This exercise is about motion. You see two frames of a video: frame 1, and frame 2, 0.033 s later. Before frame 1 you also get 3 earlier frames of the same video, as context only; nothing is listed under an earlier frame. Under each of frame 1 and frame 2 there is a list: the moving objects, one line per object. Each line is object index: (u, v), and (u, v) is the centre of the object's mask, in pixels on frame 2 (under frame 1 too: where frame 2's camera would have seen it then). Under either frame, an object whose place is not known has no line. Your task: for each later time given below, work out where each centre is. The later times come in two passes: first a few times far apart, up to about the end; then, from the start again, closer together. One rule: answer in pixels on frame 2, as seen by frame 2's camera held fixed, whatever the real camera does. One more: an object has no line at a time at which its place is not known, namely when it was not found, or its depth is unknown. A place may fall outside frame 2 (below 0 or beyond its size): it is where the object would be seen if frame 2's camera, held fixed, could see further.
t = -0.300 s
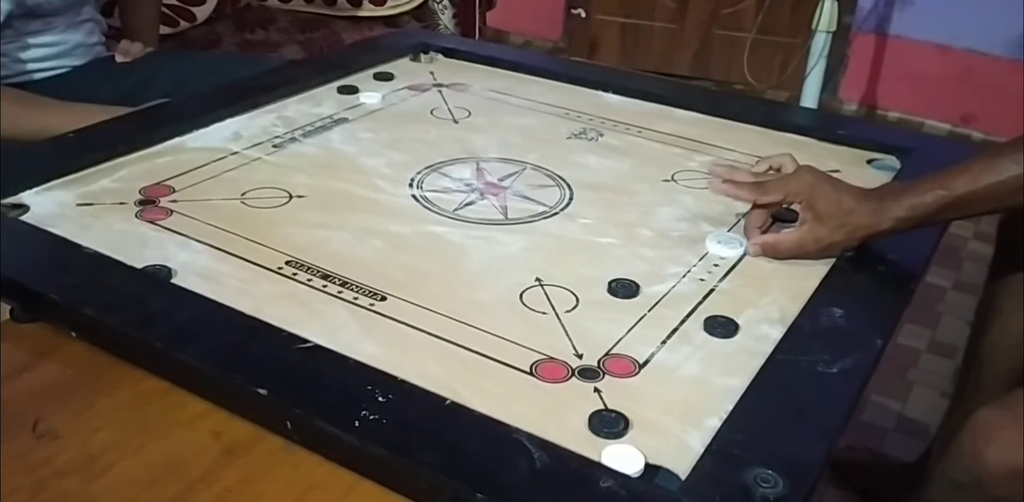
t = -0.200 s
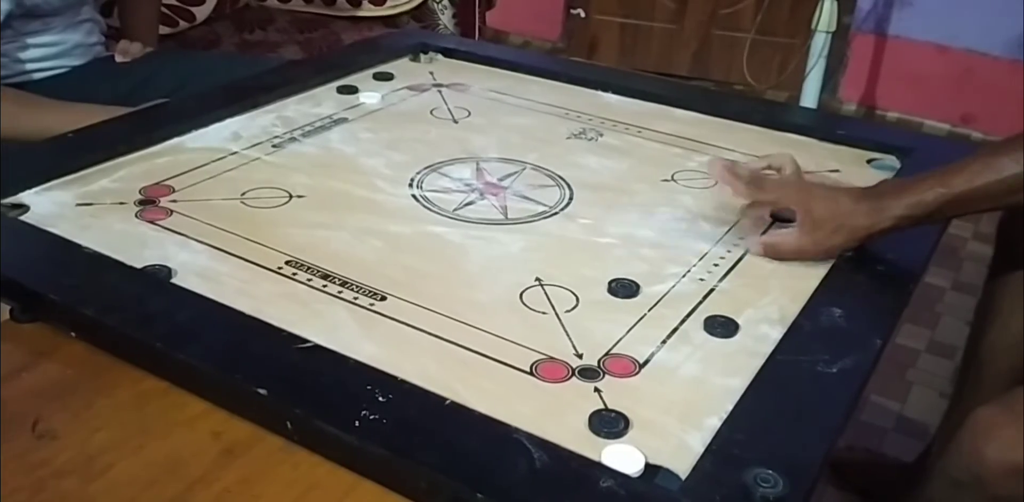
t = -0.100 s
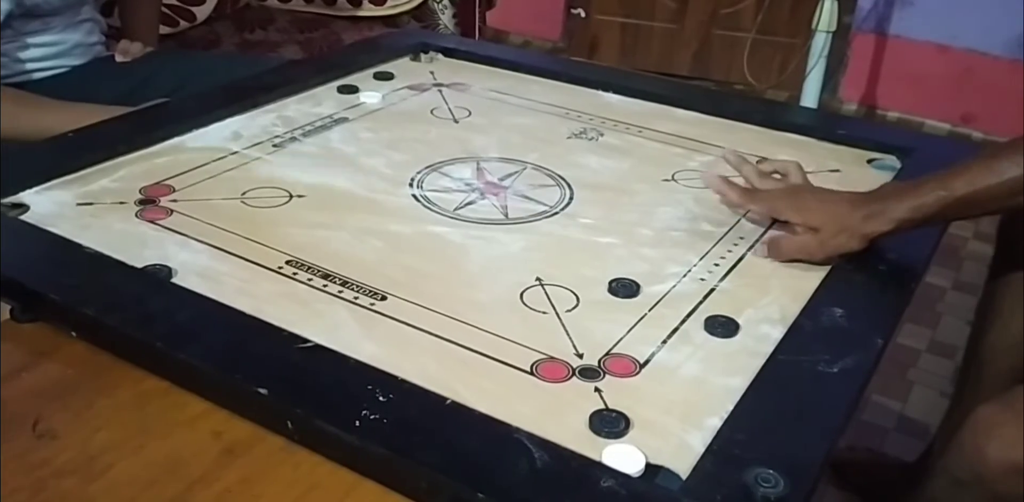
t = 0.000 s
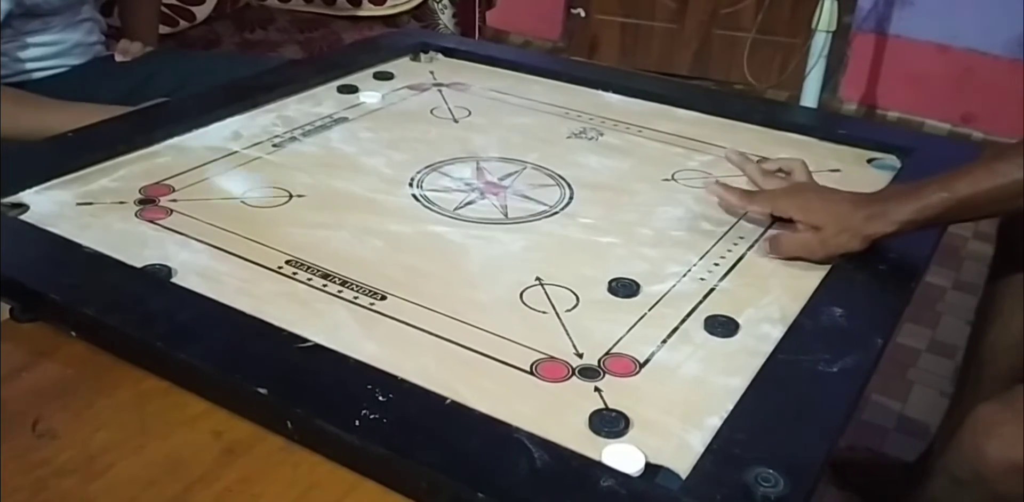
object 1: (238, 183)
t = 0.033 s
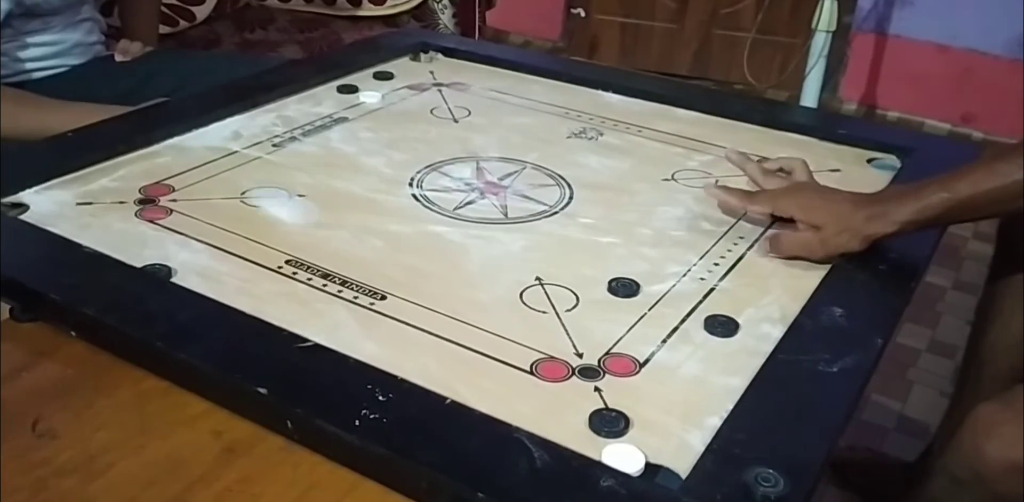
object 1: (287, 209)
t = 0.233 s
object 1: (598, 371)
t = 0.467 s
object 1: (513, 346)
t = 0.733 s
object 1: (401, 298)
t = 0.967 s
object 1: (393, 294)
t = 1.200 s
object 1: (393, 294)
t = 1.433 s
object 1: (394, 294)
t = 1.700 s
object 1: (393, 294)
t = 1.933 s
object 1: (393, 294)
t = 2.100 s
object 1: (393, 294)
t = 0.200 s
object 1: (535, 336)
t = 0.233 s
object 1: (598, 371)
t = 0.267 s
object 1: (659, 402)
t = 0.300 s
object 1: (681, 414)
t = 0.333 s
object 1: (645, 399)
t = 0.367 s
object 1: (605, 384)
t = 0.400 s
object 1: (570, 370)
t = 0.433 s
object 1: (540, 358)
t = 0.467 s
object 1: (513, 346)
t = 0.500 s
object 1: (490, 337)
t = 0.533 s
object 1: (469, 329)
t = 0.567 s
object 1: (452, 321)
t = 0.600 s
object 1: (437, 315)
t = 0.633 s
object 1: (425, 310)
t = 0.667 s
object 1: (415, 305)
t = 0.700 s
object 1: (406, 301)
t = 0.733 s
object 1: (401, 298)
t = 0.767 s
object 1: (396, 295)
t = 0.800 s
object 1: (394, 294)
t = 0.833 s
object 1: (394, 294)
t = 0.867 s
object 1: (394, 294)
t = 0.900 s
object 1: (394, 294)
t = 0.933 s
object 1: (393, 293)
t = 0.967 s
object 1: (393, 294)
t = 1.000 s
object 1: (393, 293)
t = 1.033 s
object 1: (394, 294)
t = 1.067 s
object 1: (393, 294)
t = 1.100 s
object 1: (394, 294)
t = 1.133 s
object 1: (393, 294)
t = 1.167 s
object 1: (394, 294)
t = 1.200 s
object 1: (393, 294)
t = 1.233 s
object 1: (394, 294)
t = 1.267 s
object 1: (393, 294)
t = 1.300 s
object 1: (393, 294)
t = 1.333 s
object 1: (393, 294)
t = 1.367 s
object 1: (394, 294)
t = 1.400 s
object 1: (394, 294)
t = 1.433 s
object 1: (394, 294)
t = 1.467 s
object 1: (393, 293)
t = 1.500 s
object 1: (394, 294)
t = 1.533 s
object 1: (394, 294)
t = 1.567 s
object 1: (394, 293)
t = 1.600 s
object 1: (394, 293)
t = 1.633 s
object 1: (394, 293)
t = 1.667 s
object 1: (393, 294)
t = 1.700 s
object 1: (393, 294)
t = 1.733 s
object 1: (393, 294)
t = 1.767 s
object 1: (393, 294)
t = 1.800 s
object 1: (393, 294)
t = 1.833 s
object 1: (394, 293)
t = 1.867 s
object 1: (393, 294)
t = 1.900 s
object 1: (393, 294)
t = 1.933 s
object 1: (393, 294)
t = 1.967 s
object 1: (393, 294)
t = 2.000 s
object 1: (393, 294)
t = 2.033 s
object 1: (393, 294)
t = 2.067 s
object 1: (393, 294)
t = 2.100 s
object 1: (393, 294)
